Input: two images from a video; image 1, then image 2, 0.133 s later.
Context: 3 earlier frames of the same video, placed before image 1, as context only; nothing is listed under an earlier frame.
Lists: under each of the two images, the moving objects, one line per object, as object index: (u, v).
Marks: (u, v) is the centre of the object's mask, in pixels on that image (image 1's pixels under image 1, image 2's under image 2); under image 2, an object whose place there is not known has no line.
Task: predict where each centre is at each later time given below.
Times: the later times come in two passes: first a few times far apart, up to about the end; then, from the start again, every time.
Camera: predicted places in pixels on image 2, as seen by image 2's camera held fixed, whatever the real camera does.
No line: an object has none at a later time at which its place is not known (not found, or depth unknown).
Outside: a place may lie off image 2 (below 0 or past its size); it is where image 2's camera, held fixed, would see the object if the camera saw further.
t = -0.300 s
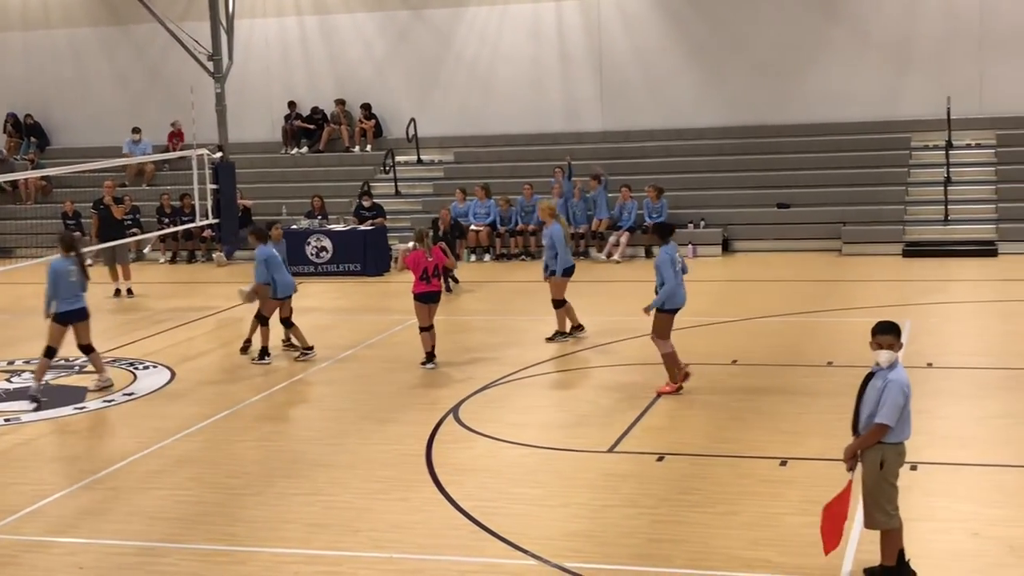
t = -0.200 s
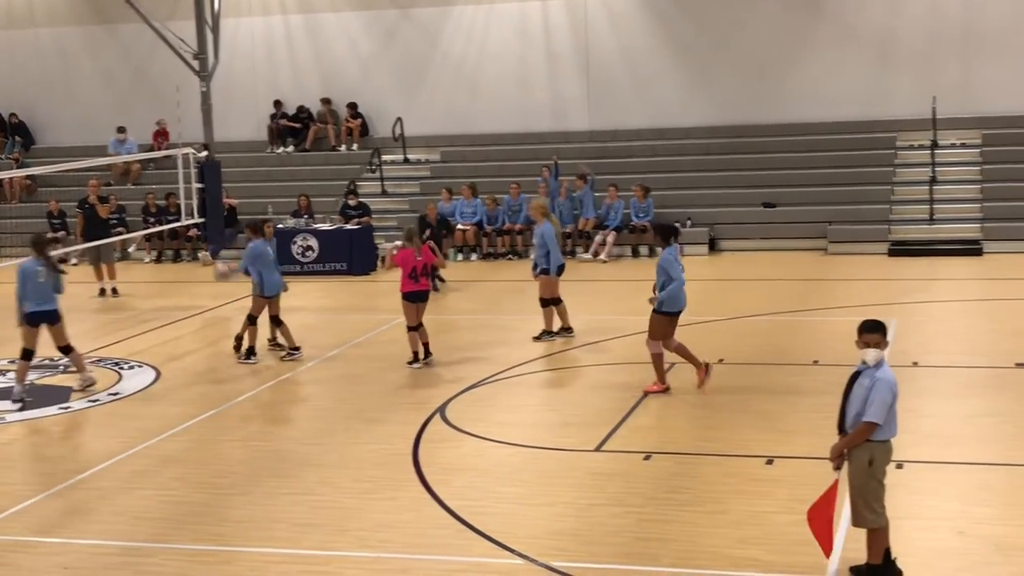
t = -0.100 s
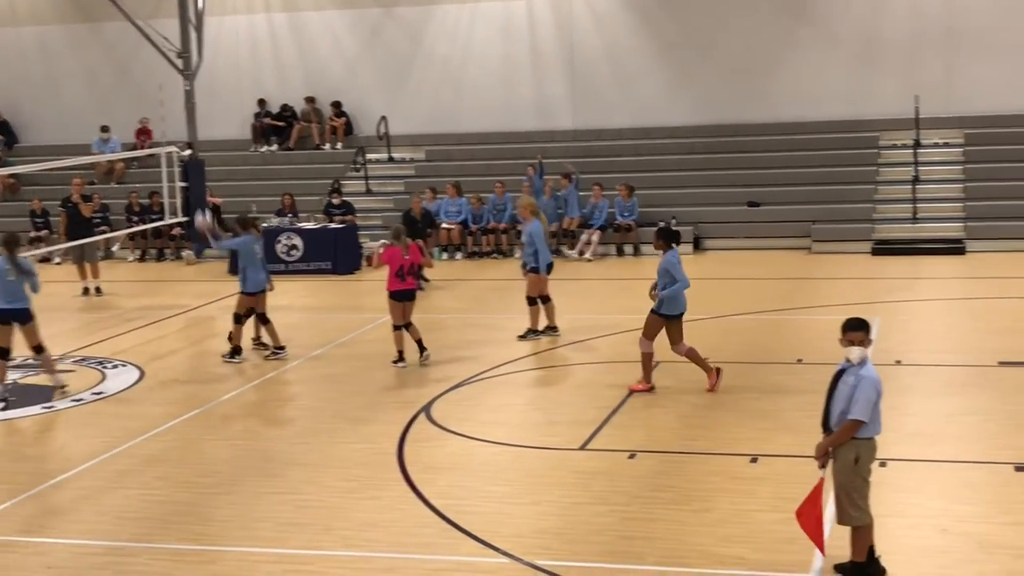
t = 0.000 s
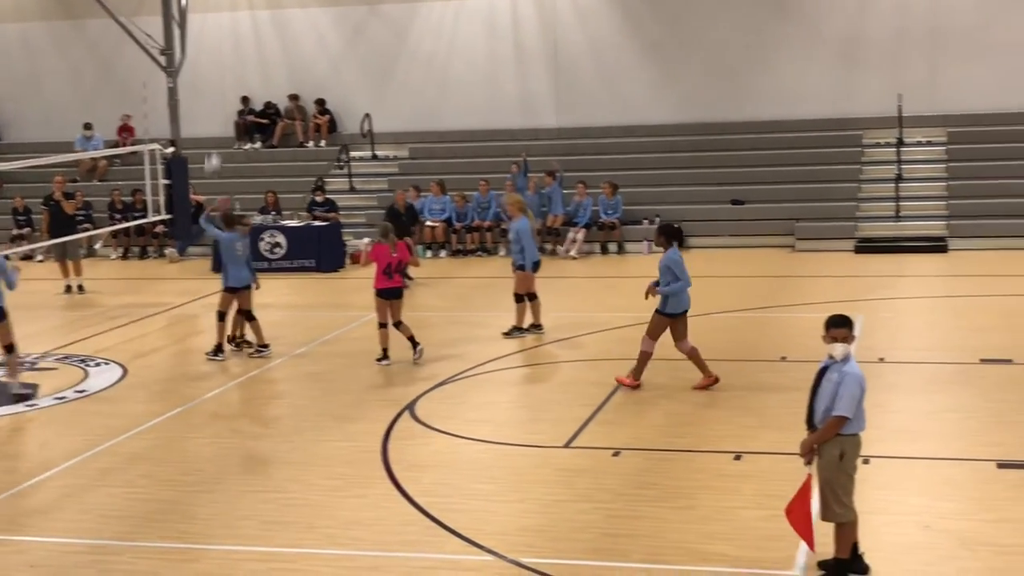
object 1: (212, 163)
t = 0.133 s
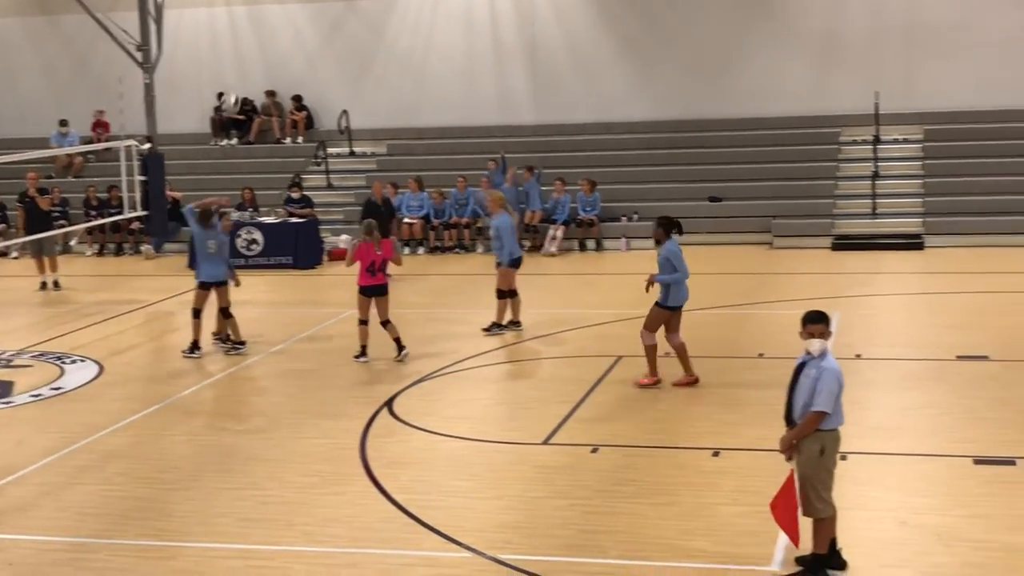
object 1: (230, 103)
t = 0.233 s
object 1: (262, 72)
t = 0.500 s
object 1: (344, 28)
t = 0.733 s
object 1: (419, 43)
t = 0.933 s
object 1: (485, 98)
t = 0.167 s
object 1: (239, 91)
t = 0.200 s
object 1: (251, 81)
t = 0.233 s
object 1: (262, 72)
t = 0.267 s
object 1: (273, 63)
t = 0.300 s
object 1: (282, 56)
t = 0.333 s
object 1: (292, 48)
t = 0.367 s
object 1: (303, 42)
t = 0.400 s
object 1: (313, 37)
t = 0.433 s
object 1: (324, 33)
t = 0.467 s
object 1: (334, 30)
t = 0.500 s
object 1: (344, 28)
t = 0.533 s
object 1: (355, 27)
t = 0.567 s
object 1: (366, 27)
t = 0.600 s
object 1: (377, 29)
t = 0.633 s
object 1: (388, 31)
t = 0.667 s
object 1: (398, 34)
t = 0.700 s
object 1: (409, 38)
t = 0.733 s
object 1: (419, 43)
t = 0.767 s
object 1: (430, 50)
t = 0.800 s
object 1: (441, 57)
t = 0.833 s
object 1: (451, 66)
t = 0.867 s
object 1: (462, 76)
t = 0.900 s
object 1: (474, 87)
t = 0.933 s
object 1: (485, 98)
